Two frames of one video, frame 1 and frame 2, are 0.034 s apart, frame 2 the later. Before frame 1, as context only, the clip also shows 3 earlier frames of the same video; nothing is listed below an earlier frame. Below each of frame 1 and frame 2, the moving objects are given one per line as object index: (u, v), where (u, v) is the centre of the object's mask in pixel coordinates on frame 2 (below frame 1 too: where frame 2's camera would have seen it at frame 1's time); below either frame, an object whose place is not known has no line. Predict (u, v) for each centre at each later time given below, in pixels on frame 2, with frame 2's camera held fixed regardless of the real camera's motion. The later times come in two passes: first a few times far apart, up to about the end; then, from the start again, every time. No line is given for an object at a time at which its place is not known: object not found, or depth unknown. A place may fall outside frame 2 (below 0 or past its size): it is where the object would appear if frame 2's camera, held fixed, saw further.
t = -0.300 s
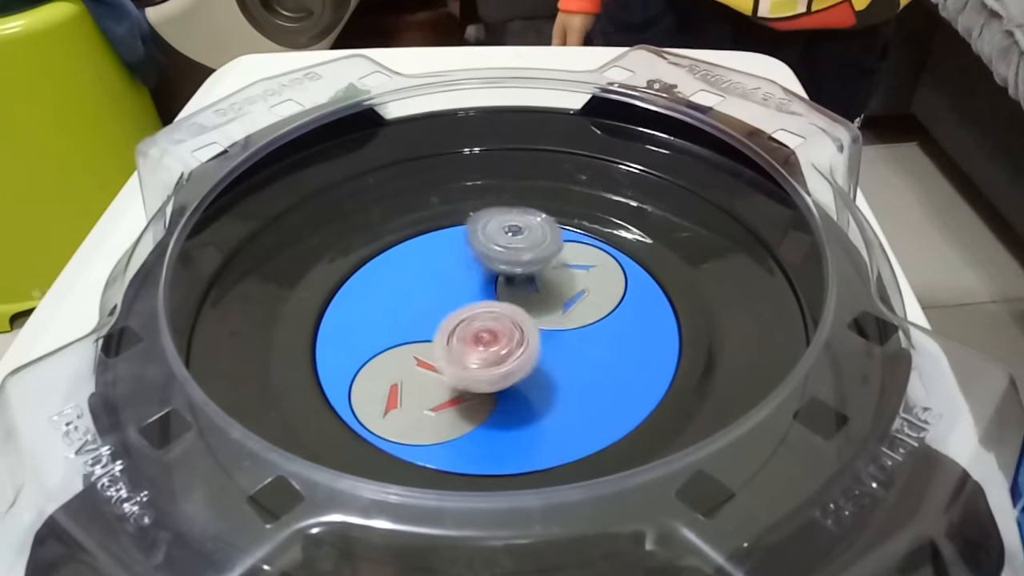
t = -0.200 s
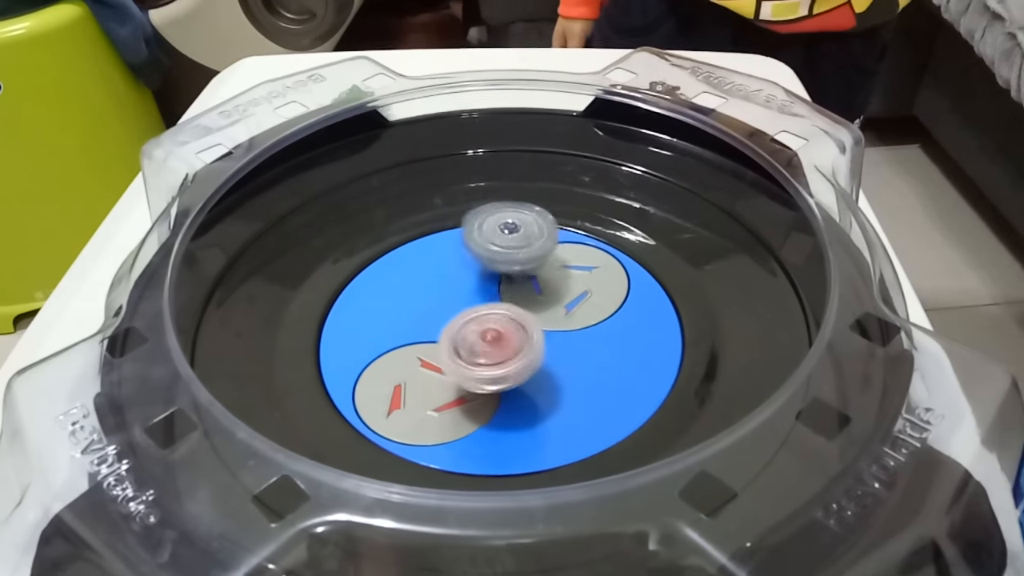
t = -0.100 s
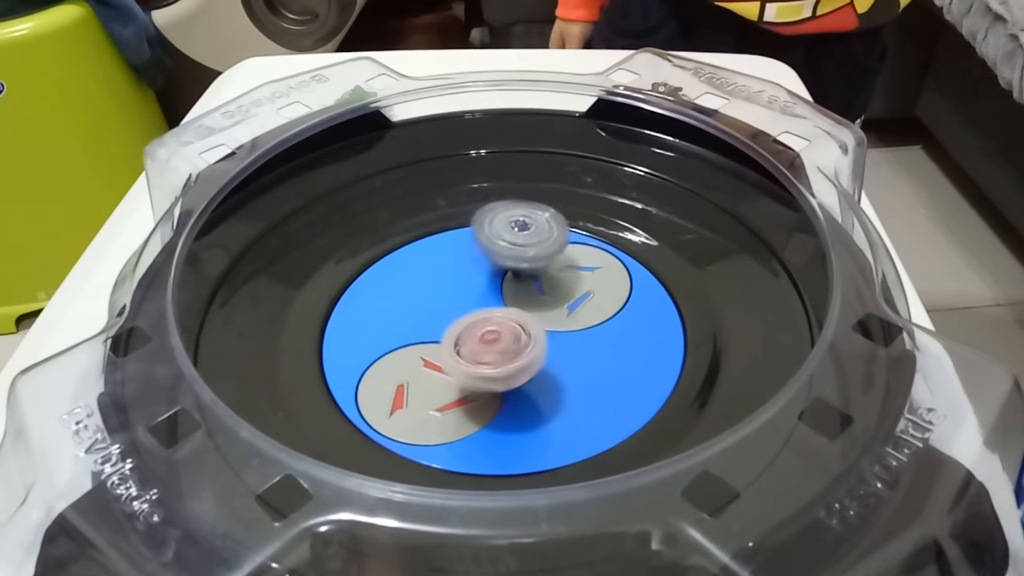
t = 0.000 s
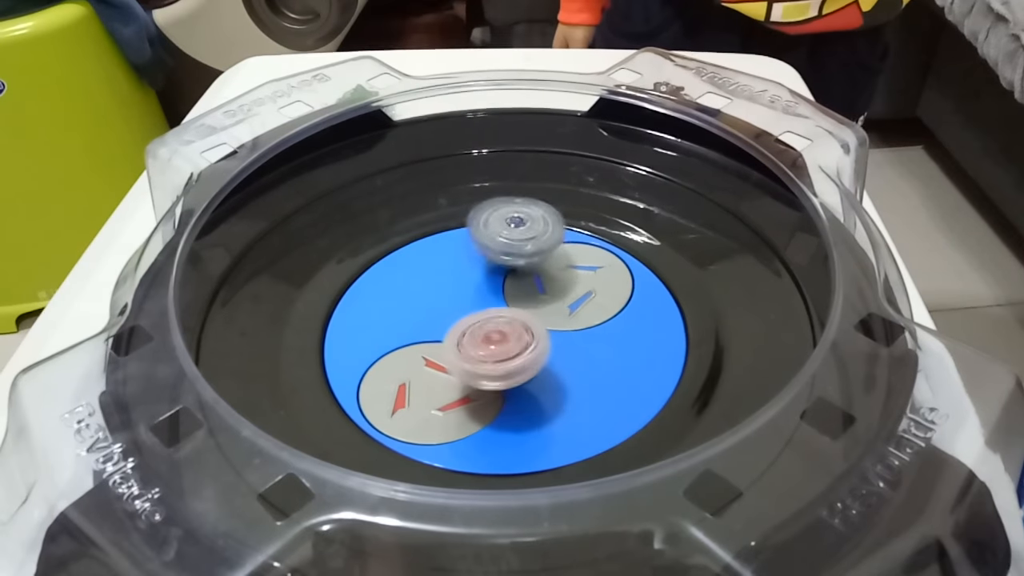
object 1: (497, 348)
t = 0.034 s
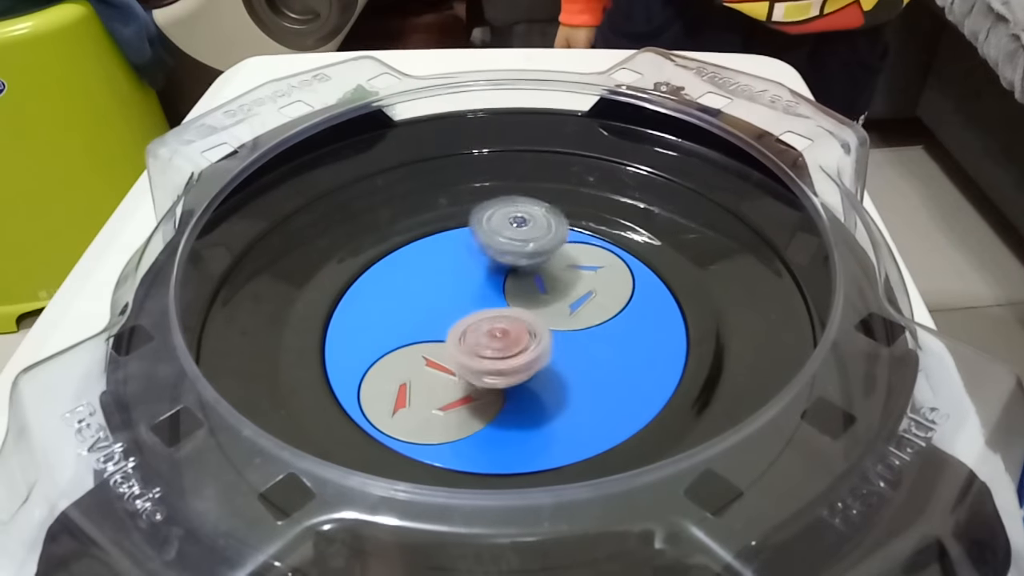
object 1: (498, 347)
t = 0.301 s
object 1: (502, 352)
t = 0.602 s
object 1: (496, 349)
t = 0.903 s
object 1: (506, 349)
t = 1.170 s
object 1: (495, 347)
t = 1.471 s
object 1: (501, 348)
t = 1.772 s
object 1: (499, 346)
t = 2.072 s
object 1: (500, 348)
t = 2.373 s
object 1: (500, 347)
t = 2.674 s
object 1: (499, 348)
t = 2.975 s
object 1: (500, 348)
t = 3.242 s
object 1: (500, 348)
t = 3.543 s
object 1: (499, 348)
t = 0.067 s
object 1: (500, 347)
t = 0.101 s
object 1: (504, 347)
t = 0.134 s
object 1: (504, 350)
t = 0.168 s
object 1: (508, 349)
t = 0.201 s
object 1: (507, 351)
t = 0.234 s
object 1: (506, 352)
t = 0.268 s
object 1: (504, 352)
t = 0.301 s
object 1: (502, 352)
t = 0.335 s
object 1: (500, 351)
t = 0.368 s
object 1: (499, 350)
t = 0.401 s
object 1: (499, 349)
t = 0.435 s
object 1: (498, 349)
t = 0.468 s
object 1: (498, 348)
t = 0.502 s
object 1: (497, 348)
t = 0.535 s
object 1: (496, 349)
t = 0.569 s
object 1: (496, 349)
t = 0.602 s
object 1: (496, 349)
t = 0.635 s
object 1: (495, 348)
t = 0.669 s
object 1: (495, 347)
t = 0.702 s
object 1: (497, 346)
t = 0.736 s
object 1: (500, 345)
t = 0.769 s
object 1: (502, 345)
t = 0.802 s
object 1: (505, 346)
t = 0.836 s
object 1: (507, 347)
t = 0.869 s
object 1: (506, 348)
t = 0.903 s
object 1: (506, 349)
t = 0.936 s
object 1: (502, 351)
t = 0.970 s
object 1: (500, 351)
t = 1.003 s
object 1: (498, 350)
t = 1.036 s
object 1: (498, 350)
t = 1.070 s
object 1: (496, 349)
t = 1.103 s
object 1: (496, 349)
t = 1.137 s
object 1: (495, 348)
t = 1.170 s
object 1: (495, 347)
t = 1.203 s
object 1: (496, 346)
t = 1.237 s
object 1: (499, 345)
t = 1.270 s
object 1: (501, 345)
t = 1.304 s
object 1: (502, 346)
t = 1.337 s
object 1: (503, 347)
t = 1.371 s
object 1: (502, 348)
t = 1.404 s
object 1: (502, 348)
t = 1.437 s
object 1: (501, 348)
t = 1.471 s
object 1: (501, 348)
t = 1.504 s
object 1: (500, 348)
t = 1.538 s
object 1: (500, 348)
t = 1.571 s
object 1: (499, 349)
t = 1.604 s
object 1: (498, 348)
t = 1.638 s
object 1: (497, 348)
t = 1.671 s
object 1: (497, 347)
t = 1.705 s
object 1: (497, 347)
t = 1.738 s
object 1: (498, 347)
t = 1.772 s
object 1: (499, 346)
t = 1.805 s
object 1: (499, 347)
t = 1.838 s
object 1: (500, 347)
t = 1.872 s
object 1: (500, 347)
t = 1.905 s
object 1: (500, 347)
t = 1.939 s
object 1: (500, 347)
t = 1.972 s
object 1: (500, 347)
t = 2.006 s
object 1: (501, 348)
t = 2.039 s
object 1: (500, 348)
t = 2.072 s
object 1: (500, 348)
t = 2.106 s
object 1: (499, 348)
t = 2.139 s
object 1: (499, 348)
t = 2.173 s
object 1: (499, 347)
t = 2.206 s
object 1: (498, 347)
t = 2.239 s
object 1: (498, 347)
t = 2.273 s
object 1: (498, 347)
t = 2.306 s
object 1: (499, 347)
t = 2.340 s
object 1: (499, 347)
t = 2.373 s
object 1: (500, 347)
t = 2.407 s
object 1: (500, 347)
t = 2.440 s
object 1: (501, 347)
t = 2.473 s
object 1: (500, 347)
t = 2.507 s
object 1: (501, 347)
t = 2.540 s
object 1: (500, 348)
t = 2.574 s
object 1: (501, 348)
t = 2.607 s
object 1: (500, 348)
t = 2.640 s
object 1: (500, 348)
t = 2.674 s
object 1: (499, 348)
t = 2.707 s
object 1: (499, 348)
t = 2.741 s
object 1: (499, 347)
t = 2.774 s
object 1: (499, 347)
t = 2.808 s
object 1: (498, 347)
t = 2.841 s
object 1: (499, 347)
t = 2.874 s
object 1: (499, 347)
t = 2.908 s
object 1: (500, 347)
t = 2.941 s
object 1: (500, 347)
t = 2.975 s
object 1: (500, 348)
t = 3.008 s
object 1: (500, 348)
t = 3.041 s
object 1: (500, 348)
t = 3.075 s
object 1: (499, 348)
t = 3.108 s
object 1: (500, 348)
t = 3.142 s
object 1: (499, 348)
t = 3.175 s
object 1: (500, 348)
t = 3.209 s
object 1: (499, 348)
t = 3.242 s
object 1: (500, 348)
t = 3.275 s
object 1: (499, 348)
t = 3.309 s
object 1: (499, 348)
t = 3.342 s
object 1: (499, 347)
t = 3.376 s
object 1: (500, 347)
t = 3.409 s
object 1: (499, 347)
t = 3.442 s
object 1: (500, 348)
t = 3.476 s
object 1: (500, 348)
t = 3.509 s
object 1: (500, 348)
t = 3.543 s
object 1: (499, 348)
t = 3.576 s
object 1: (500, 348)
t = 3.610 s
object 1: (499, 348)
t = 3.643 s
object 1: (500, 348)
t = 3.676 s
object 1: (499, 348)
